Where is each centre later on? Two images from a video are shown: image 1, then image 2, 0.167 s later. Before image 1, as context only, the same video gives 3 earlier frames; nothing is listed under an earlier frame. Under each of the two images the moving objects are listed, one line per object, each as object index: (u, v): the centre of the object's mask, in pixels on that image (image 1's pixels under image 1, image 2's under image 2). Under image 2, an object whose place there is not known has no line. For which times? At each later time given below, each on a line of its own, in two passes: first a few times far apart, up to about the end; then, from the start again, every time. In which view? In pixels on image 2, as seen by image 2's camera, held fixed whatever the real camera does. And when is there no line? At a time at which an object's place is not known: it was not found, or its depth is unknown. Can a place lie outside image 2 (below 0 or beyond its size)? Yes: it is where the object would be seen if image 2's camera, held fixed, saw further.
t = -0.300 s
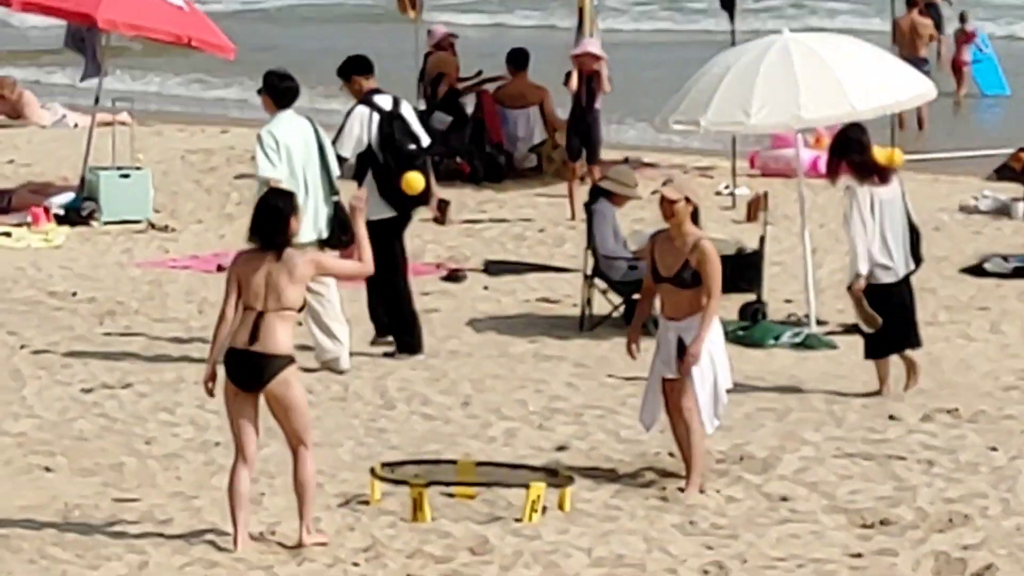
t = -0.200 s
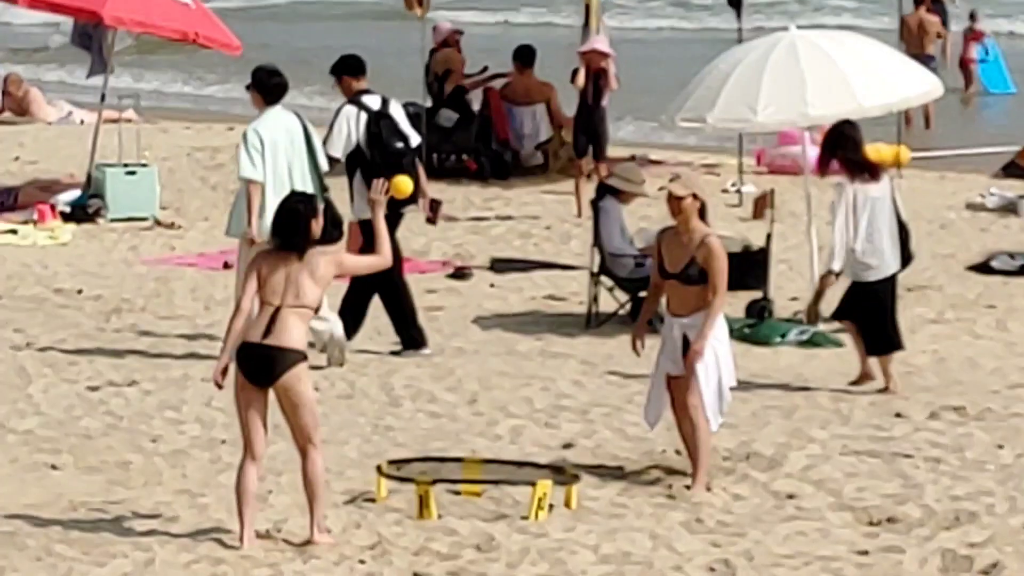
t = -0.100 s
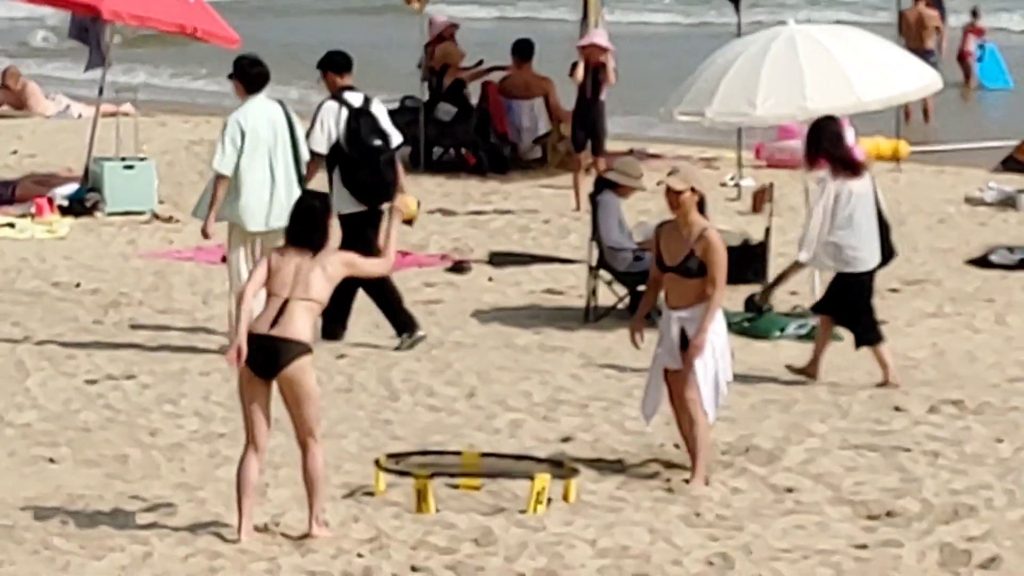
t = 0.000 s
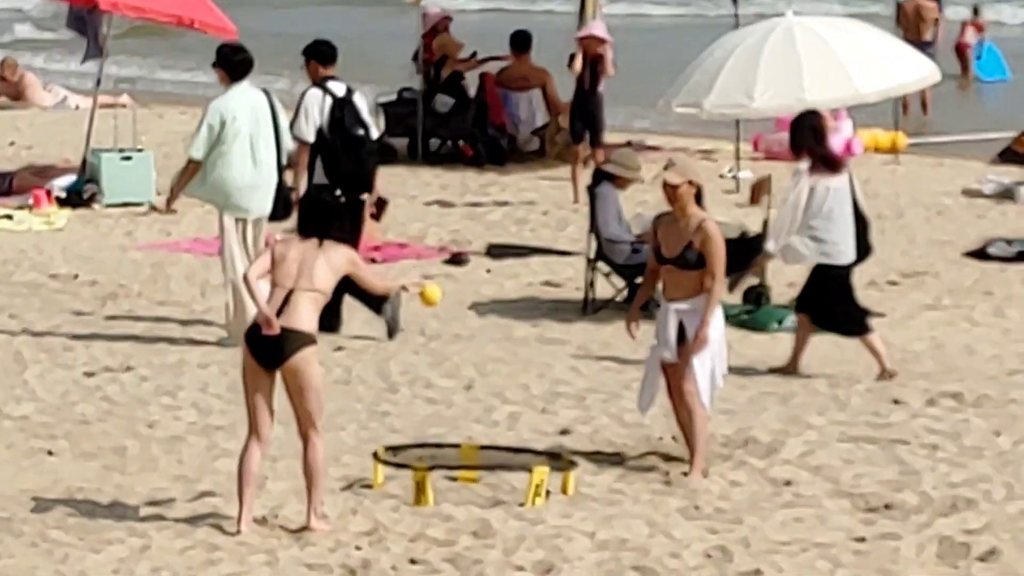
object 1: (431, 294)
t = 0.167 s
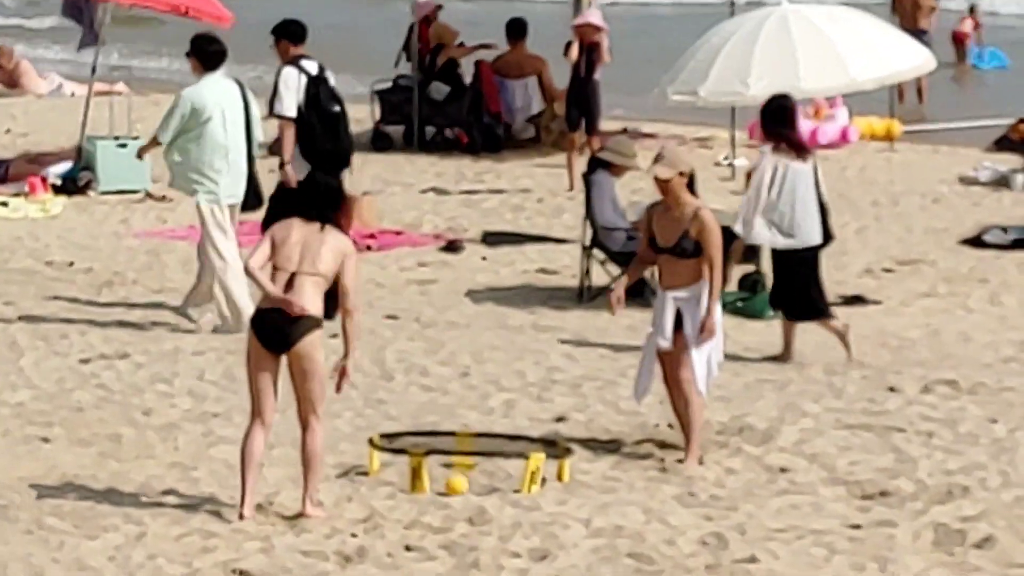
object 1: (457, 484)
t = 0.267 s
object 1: (456, 450)
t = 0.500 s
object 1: (453, 453)
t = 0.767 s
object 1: (455, 509)
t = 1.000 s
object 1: (462, 524)
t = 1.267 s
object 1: (462, 540)
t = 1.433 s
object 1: (452, 548)
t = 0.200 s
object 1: (456, 471)
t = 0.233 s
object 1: (456, 459)
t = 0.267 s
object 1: (456, 450)
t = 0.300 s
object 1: (456, 443)
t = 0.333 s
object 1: (455, 438)
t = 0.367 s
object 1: (455, 437)
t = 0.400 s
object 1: (455, 437)
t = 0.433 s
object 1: (454, 440)
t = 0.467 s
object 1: (454, 445)
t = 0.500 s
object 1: (453, 453)
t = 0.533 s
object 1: (454, 463)
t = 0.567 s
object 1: (453, 476)
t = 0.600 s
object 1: (452, 491)
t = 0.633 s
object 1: (453, 510)
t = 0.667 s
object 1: (452, 513)
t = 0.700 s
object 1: (453, 510)
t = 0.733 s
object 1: (454, 508)
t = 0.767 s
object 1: (455, 509)
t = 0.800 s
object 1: (455, 512)
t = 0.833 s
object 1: (456, 519)
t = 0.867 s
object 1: (456, 525)
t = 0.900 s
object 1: (458, 522)
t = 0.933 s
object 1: (460, 520)
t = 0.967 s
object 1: (461, 520)
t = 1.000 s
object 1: (462, 524)
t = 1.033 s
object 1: (464, 529)
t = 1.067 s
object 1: (465, 534)
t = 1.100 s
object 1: (466, 538)
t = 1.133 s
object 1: (467, 541)
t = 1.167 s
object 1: (466, 541)
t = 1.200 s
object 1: (465, 540)
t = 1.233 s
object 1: (463, 540)
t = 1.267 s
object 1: (462, 540)
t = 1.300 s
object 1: (461, 541)
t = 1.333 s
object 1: (459, 545)
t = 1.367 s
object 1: (458, 547)
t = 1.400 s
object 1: (455, 548)
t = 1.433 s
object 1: (452, 548)
